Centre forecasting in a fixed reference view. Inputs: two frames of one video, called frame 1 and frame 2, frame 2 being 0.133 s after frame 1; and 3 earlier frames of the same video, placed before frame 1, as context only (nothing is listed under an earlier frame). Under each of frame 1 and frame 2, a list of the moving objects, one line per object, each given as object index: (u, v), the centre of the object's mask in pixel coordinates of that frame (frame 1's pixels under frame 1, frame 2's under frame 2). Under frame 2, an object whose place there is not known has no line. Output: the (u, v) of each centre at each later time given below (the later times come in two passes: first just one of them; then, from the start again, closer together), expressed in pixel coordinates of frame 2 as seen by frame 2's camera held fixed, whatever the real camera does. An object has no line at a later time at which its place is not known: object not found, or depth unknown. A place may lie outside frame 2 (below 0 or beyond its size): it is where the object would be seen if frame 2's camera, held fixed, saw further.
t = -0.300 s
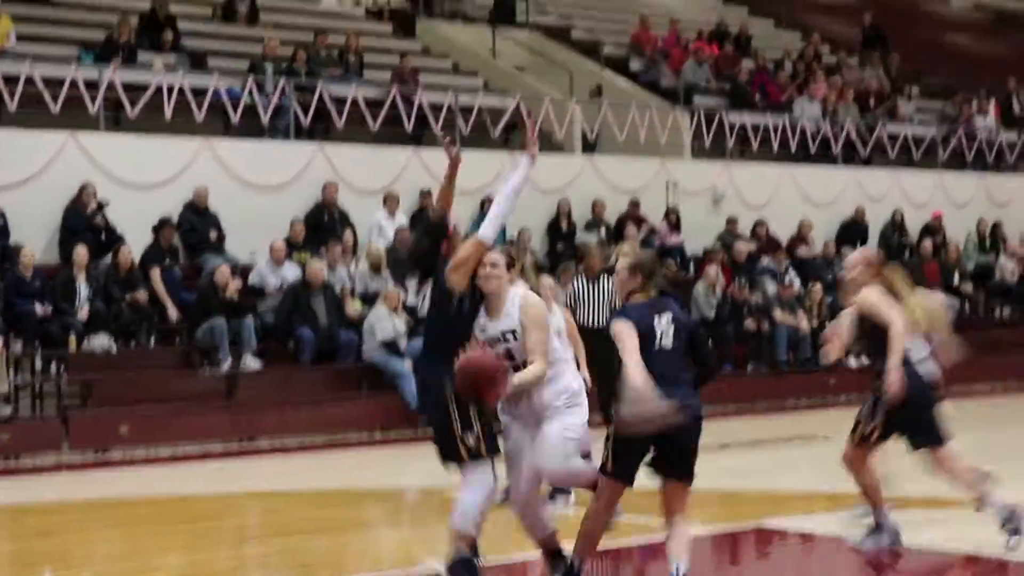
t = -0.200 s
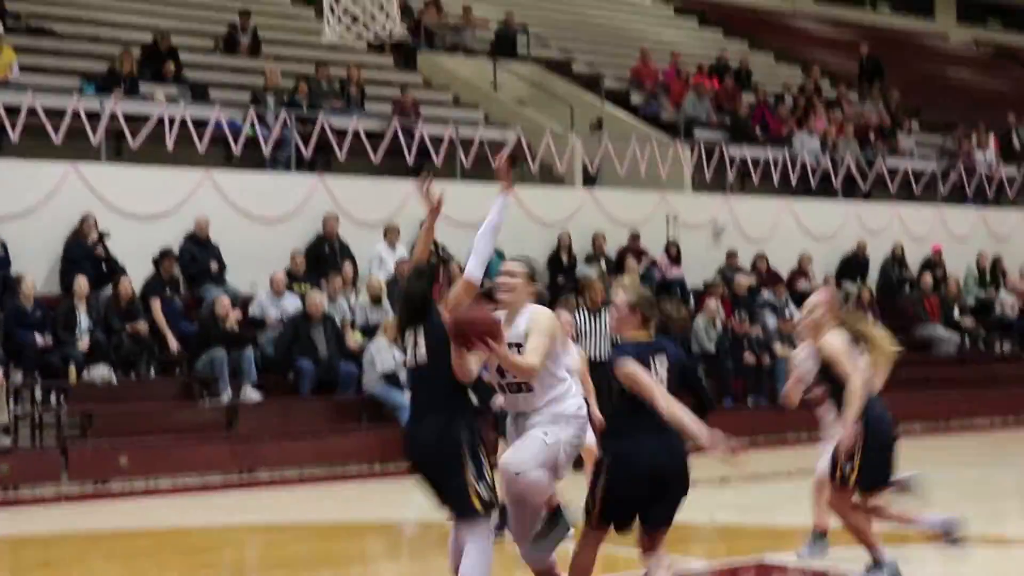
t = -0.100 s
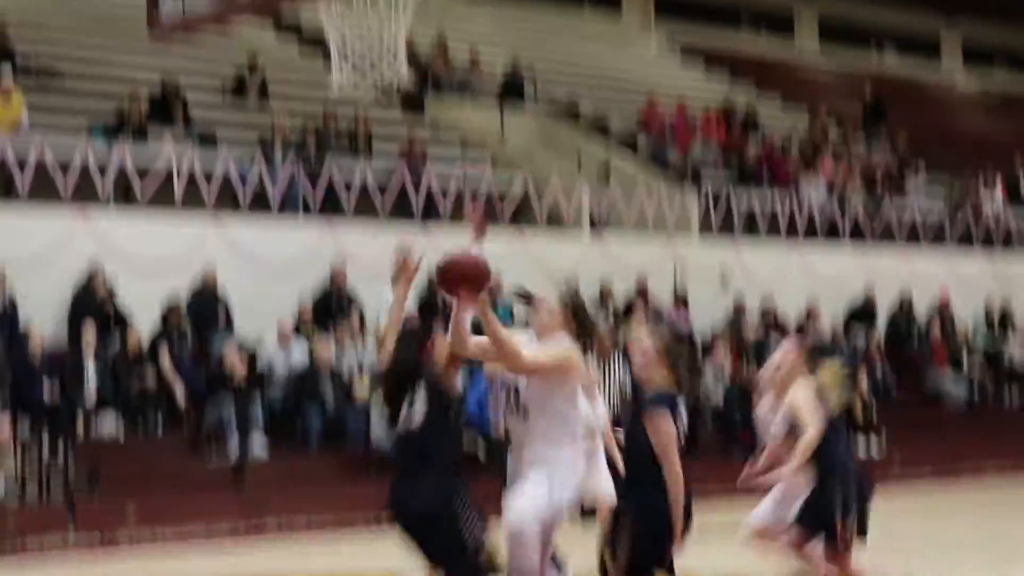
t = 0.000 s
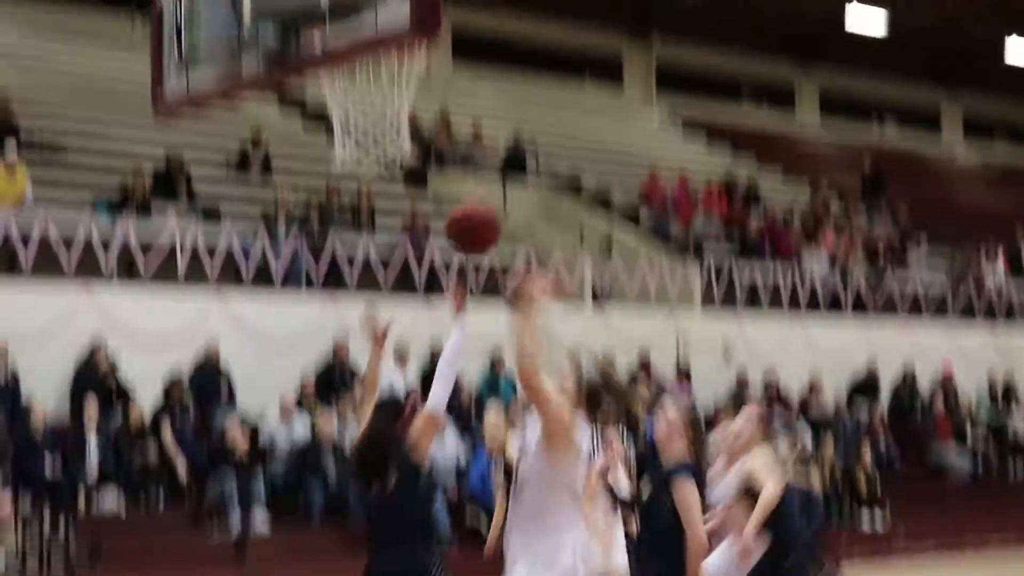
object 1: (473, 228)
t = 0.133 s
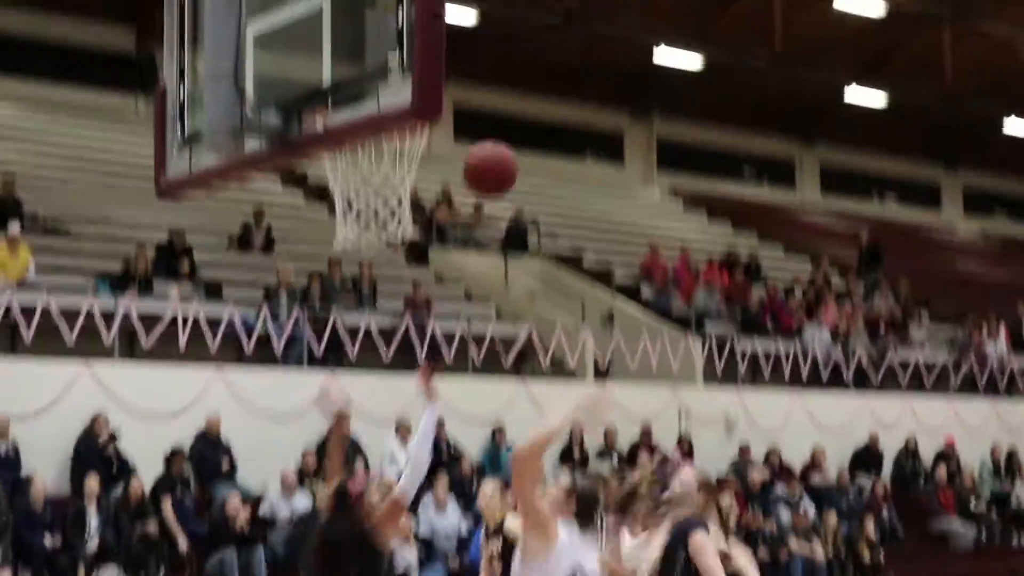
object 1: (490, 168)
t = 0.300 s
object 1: (508, 68)
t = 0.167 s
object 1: (493, 145)
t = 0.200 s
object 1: (496, 122)
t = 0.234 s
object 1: (501, 104)
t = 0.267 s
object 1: (505, 82)
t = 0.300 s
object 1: (508, 68)
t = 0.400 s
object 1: (521, 35)
